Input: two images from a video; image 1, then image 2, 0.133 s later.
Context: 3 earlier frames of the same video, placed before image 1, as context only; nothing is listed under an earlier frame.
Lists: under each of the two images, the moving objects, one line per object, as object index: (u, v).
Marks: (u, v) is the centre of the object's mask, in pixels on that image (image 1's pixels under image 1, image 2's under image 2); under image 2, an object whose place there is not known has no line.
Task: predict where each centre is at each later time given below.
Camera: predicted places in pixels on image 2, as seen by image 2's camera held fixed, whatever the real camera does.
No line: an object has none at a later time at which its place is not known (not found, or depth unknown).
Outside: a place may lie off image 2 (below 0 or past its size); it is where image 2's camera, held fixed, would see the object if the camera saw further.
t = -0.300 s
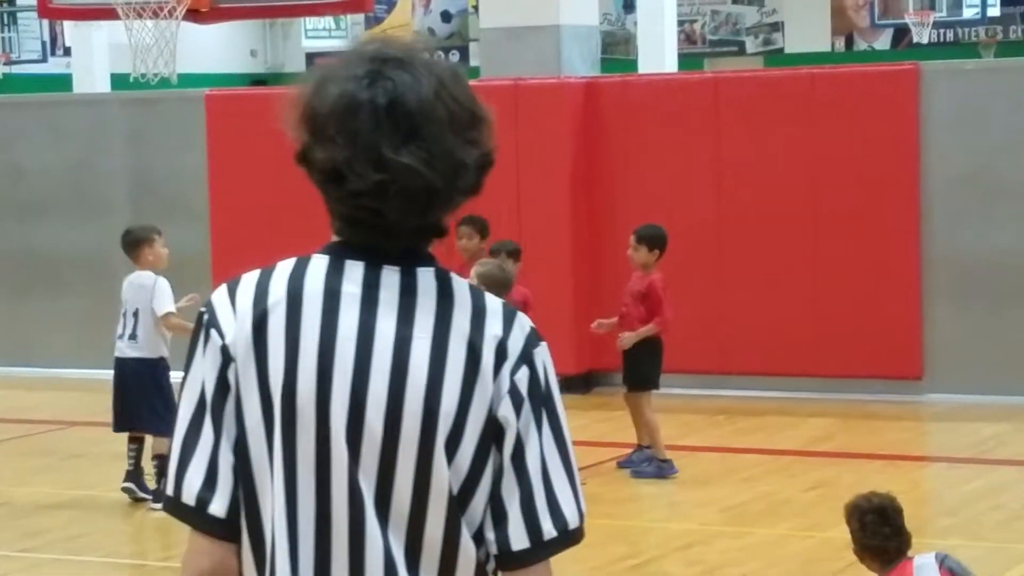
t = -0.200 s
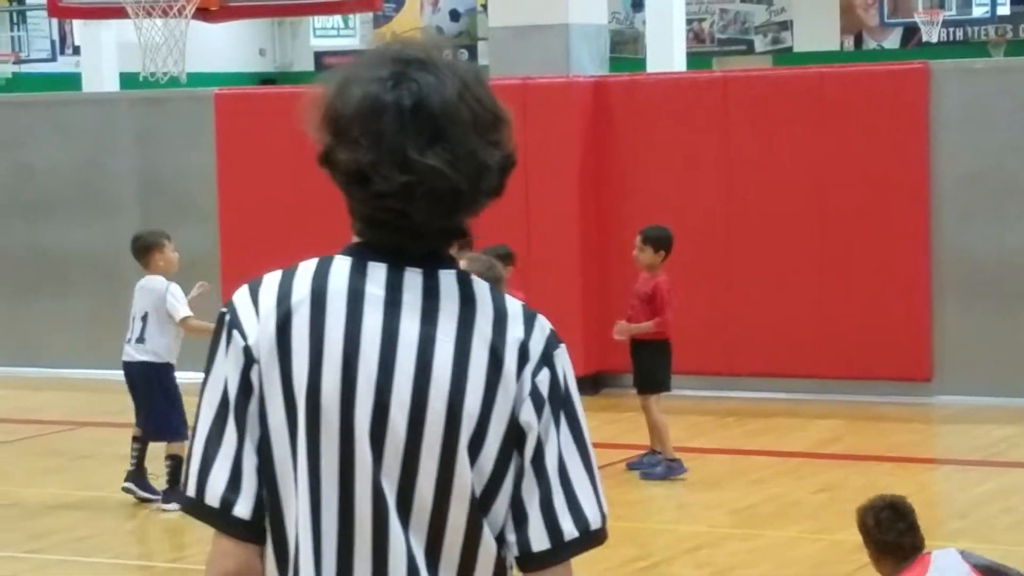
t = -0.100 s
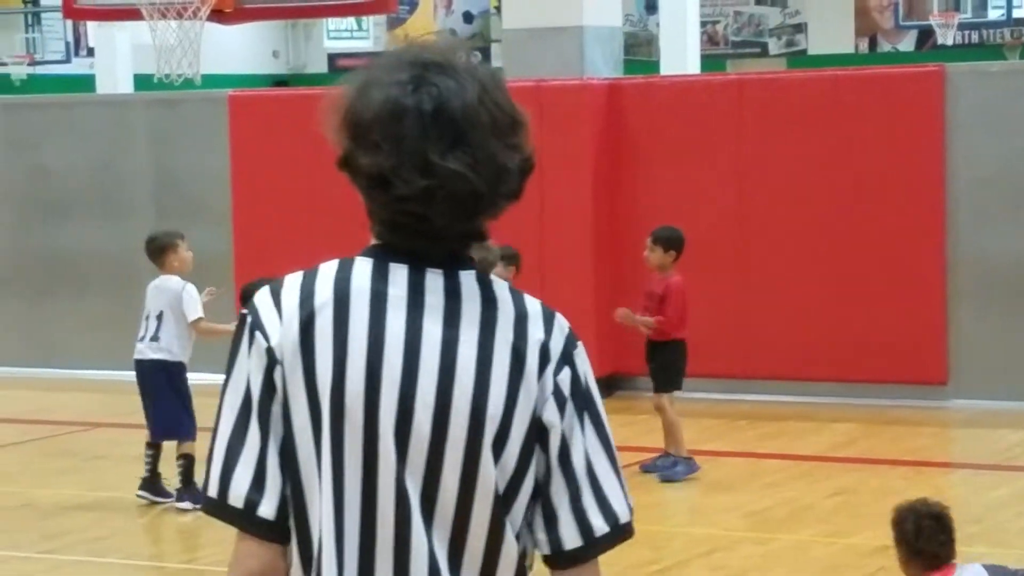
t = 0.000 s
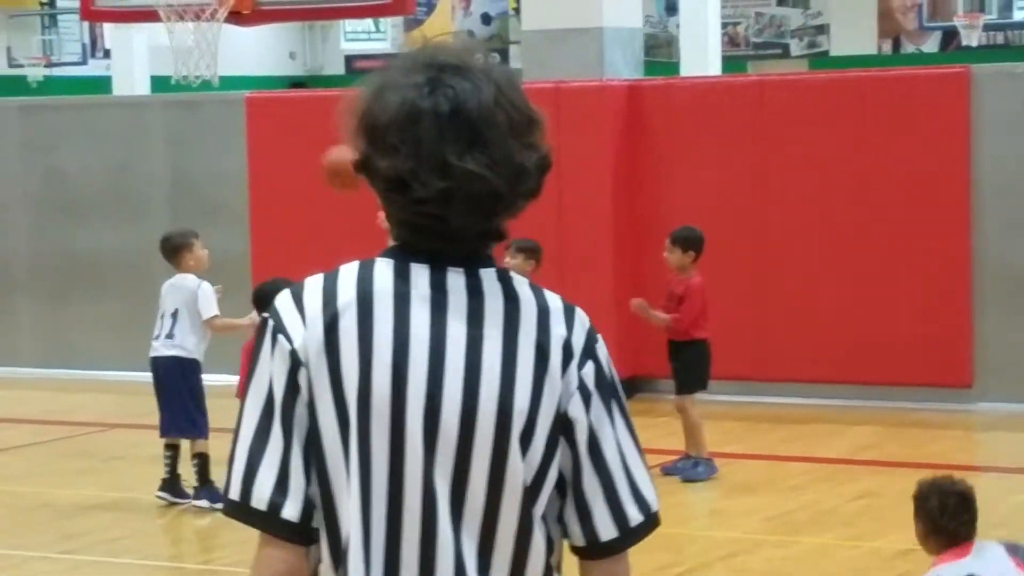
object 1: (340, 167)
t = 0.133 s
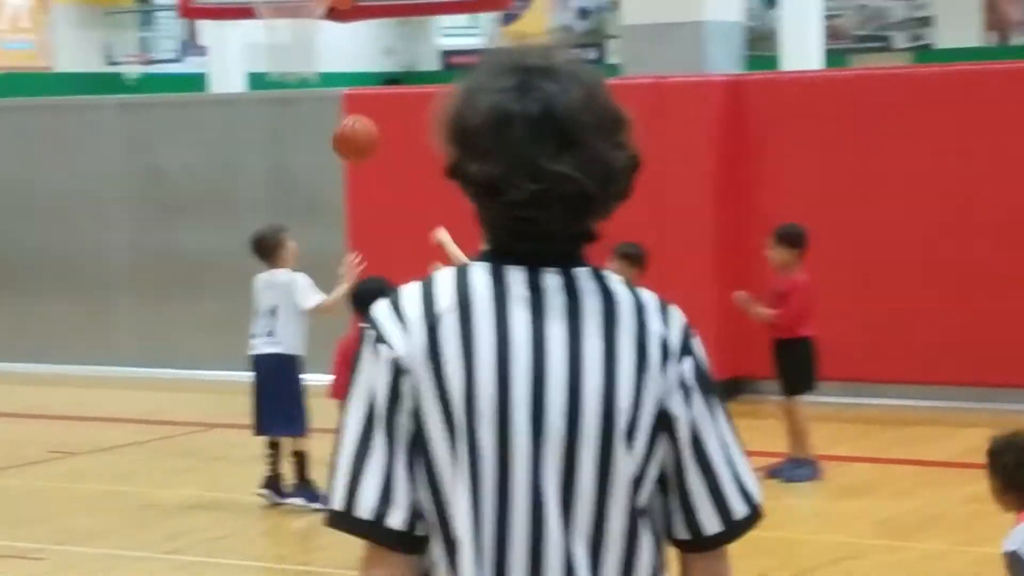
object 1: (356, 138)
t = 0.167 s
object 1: (334, 138)
